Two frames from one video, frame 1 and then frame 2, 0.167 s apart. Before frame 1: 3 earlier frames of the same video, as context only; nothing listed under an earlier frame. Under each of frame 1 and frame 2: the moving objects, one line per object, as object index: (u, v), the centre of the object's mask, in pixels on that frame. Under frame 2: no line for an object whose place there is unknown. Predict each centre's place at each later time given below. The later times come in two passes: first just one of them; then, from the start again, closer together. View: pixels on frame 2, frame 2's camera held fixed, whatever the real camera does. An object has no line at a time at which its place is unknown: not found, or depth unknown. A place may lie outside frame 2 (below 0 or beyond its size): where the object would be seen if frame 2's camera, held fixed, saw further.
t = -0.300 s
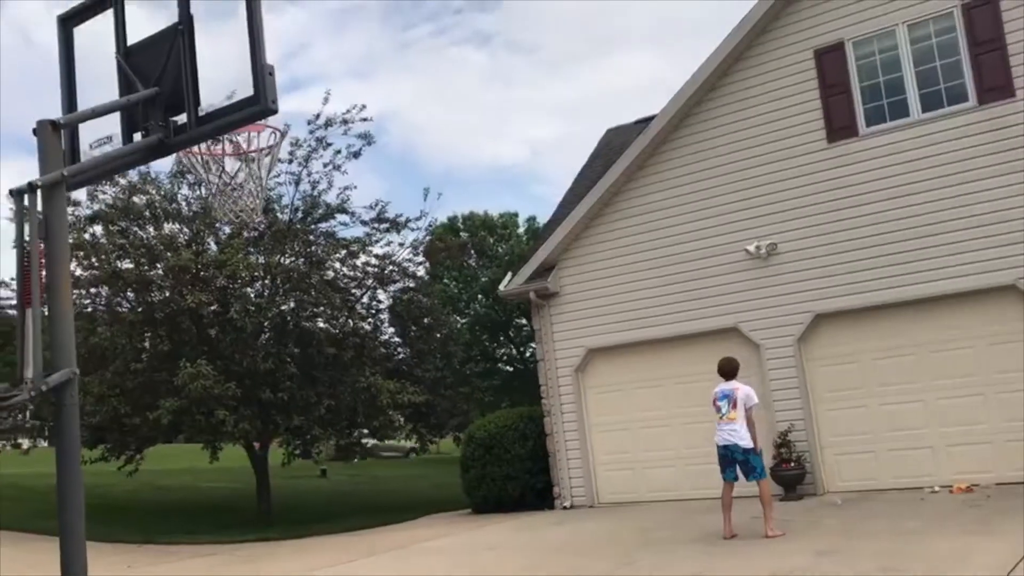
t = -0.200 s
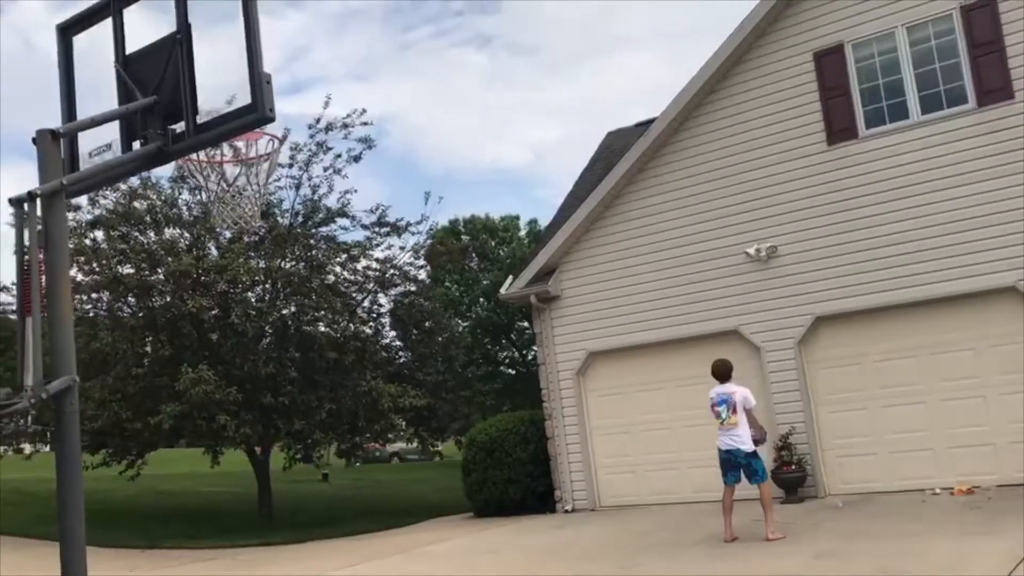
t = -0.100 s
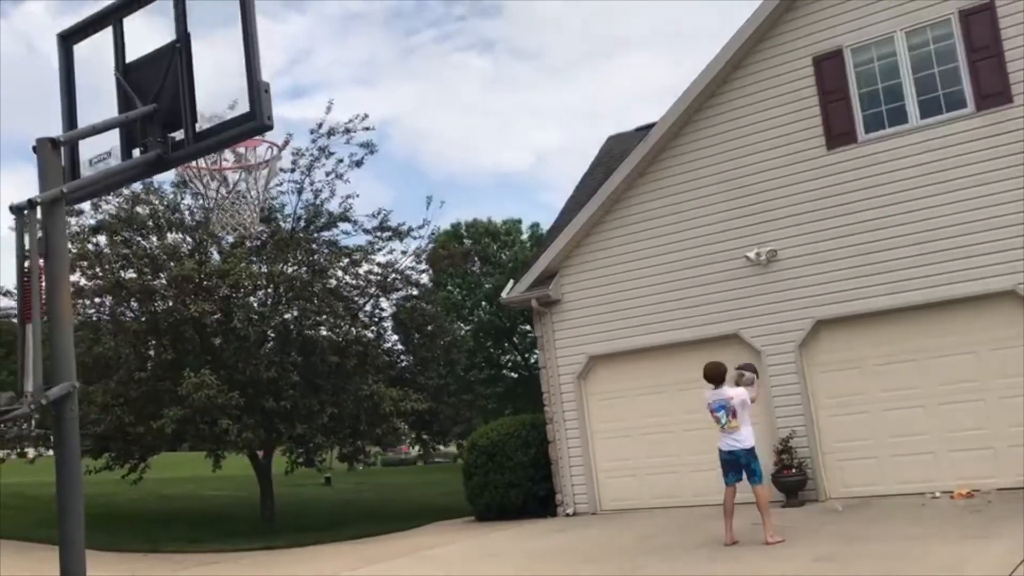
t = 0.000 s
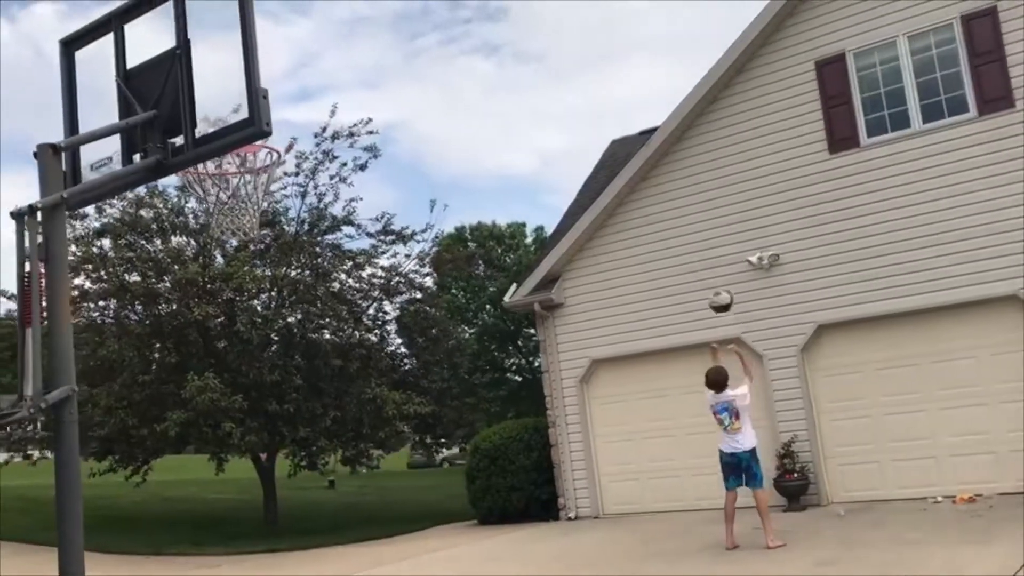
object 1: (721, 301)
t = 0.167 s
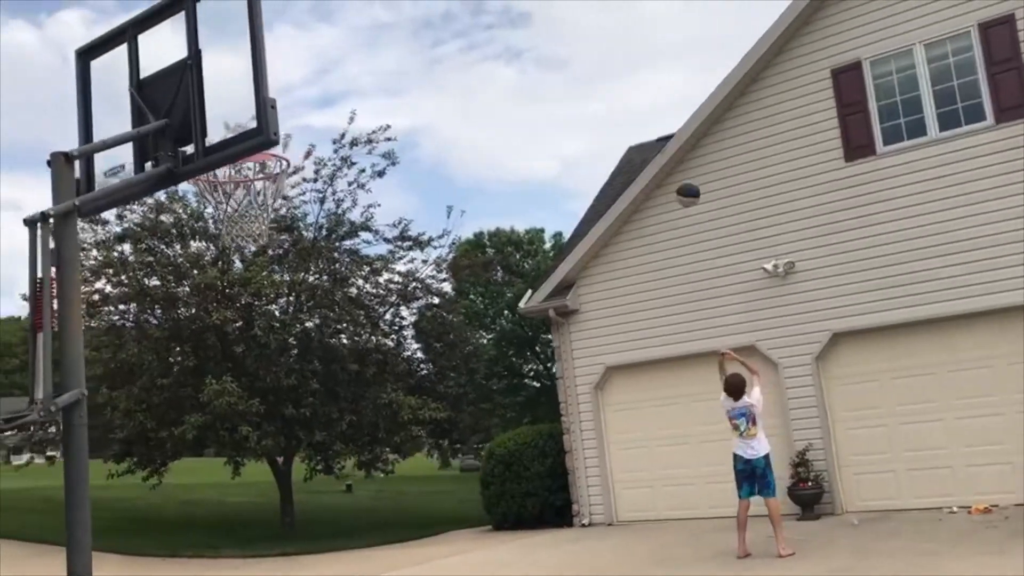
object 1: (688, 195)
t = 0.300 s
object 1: (648, 117)
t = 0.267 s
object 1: (658, 135)
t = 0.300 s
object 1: (648, 117)
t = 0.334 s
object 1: (638, 100)
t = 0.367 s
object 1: (628, 83)
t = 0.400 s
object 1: (618, 66)
